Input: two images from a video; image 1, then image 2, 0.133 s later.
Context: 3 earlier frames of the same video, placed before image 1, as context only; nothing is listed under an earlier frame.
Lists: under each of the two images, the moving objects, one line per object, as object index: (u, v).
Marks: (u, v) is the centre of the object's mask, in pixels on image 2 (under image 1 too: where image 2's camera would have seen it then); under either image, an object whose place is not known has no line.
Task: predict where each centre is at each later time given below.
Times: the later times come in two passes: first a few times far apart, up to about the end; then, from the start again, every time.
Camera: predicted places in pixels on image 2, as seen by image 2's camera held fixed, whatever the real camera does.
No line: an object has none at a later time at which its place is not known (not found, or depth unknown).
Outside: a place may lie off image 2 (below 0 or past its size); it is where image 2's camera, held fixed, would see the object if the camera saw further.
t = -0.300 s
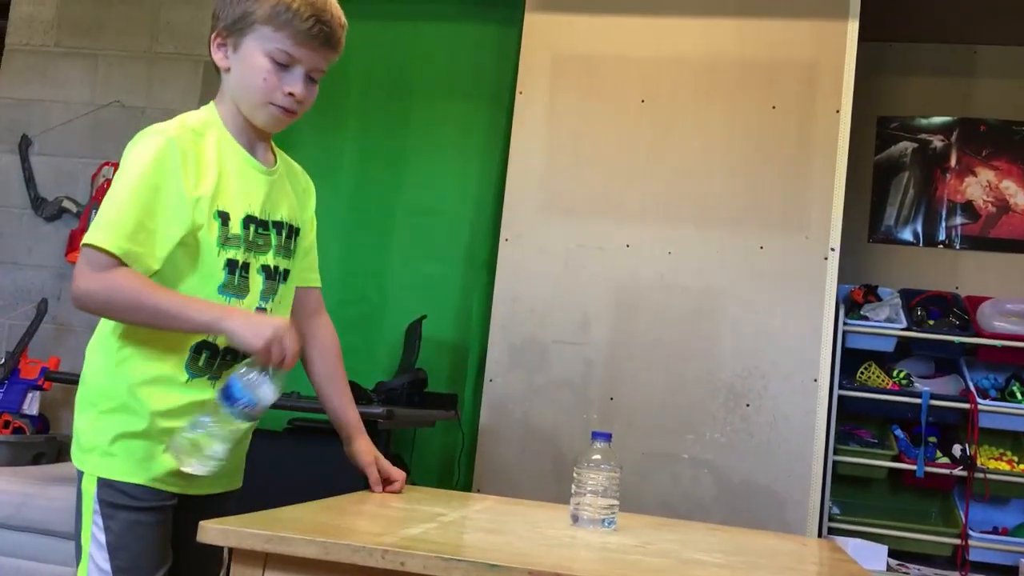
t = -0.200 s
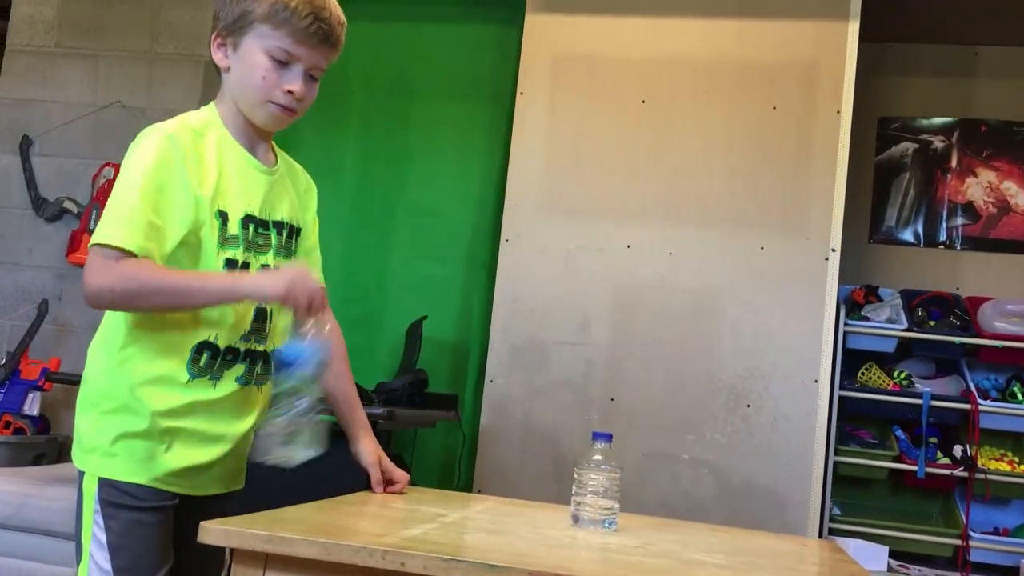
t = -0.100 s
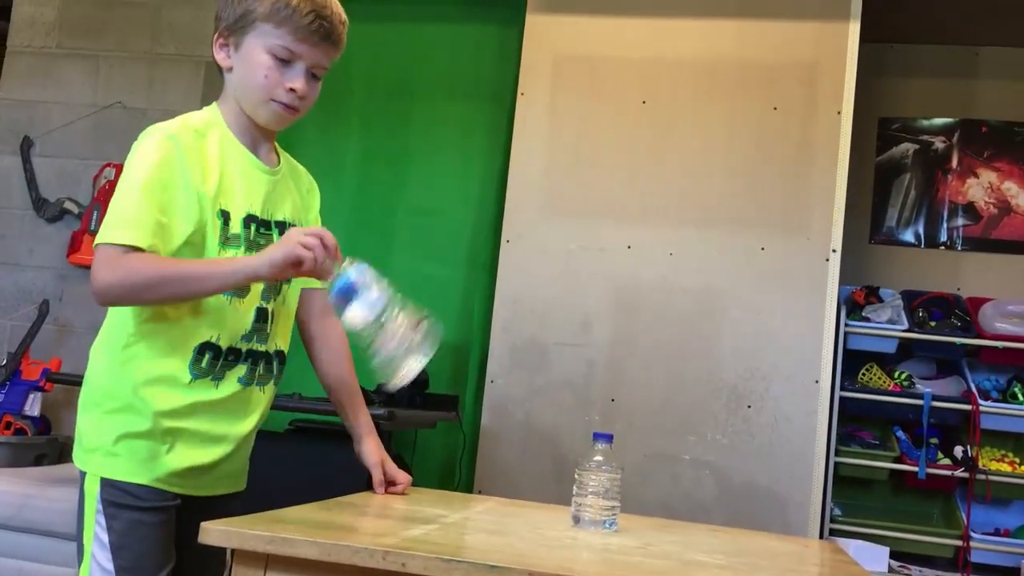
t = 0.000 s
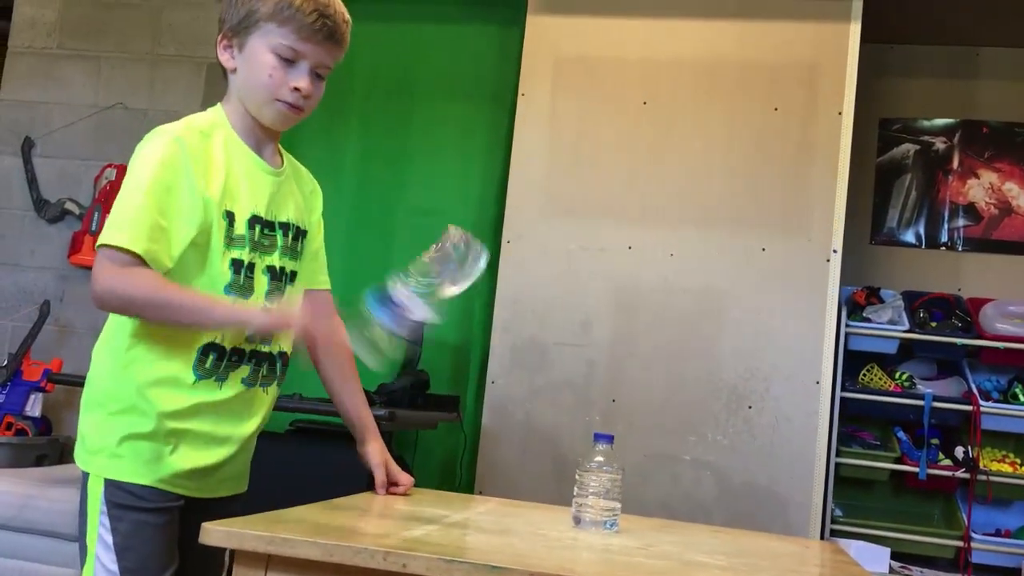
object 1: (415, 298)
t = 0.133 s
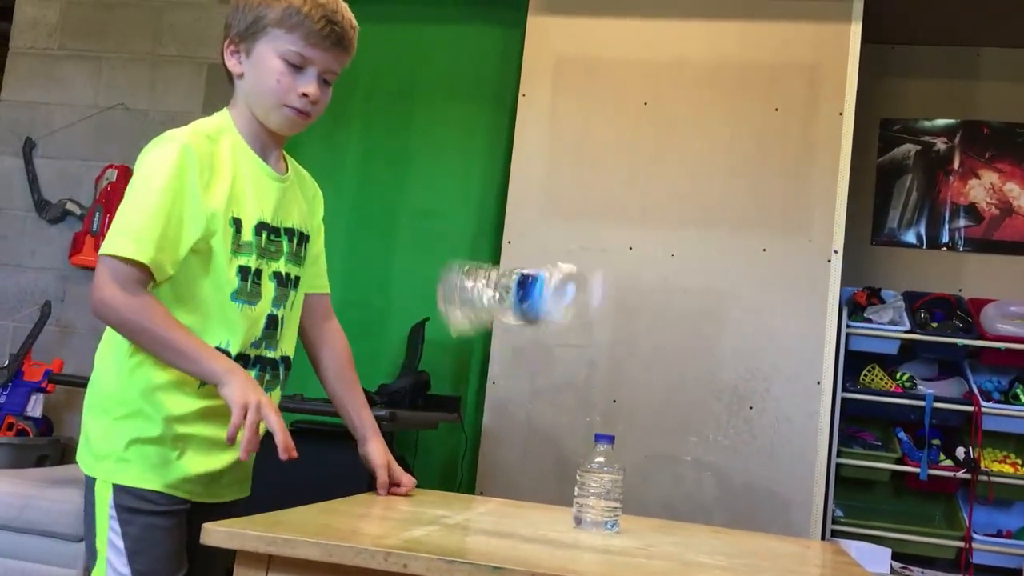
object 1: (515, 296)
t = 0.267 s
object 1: (503, 442)
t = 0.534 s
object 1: (507, 461)
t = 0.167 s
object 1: (512, 309)
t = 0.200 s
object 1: (509, 341)
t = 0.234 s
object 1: (506, 390)
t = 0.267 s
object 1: (503, 442)
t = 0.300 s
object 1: (502, 459)
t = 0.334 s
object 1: (506, 461)
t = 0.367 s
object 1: (509, 461)
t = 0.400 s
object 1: (507, 461)
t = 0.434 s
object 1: (507, 461)
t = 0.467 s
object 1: (507, 461)
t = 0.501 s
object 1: (507, 461)
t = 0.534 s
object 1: (507, 461)
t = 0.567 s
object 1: (507, 461)
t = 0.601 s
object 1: (507, 461)
